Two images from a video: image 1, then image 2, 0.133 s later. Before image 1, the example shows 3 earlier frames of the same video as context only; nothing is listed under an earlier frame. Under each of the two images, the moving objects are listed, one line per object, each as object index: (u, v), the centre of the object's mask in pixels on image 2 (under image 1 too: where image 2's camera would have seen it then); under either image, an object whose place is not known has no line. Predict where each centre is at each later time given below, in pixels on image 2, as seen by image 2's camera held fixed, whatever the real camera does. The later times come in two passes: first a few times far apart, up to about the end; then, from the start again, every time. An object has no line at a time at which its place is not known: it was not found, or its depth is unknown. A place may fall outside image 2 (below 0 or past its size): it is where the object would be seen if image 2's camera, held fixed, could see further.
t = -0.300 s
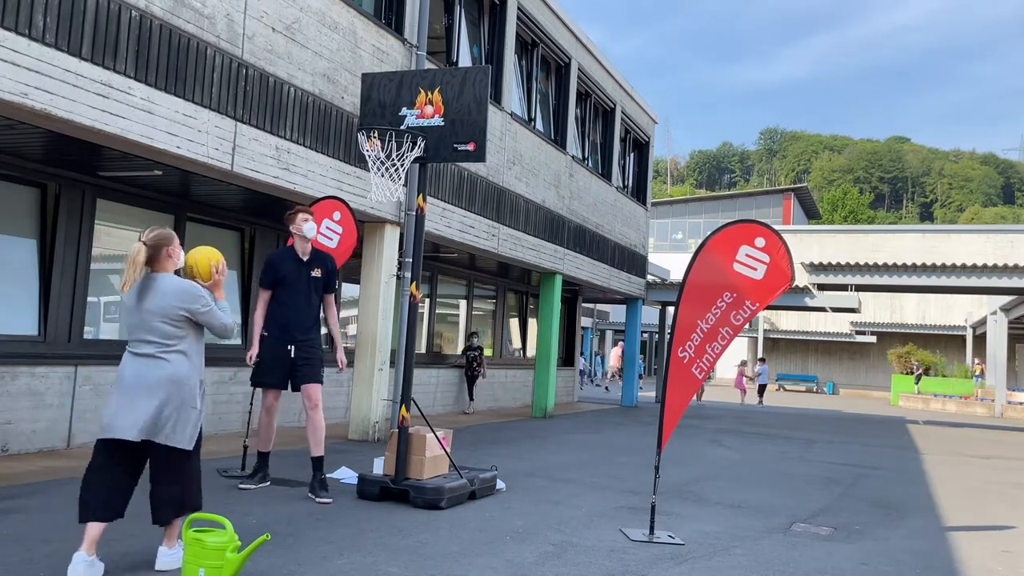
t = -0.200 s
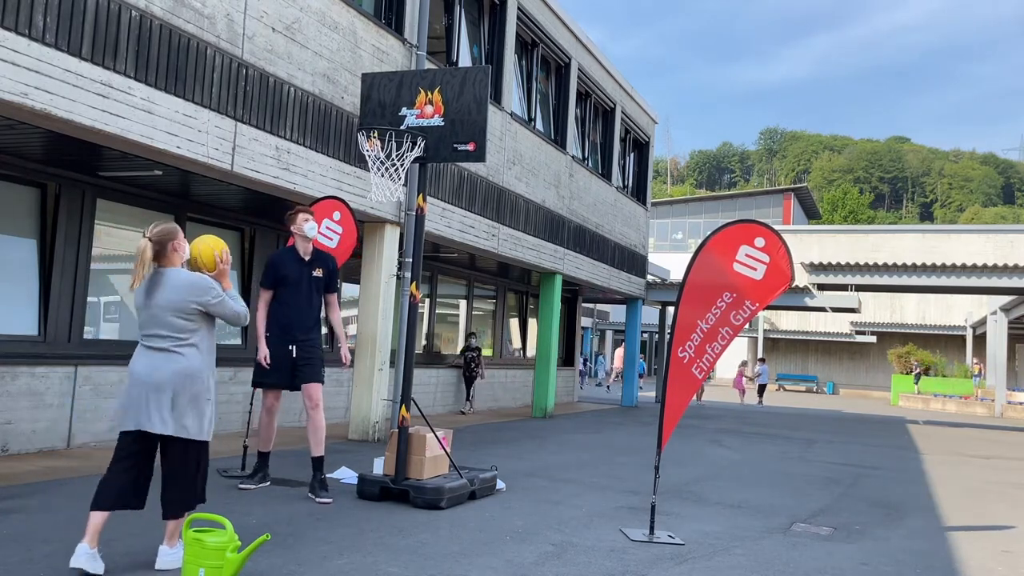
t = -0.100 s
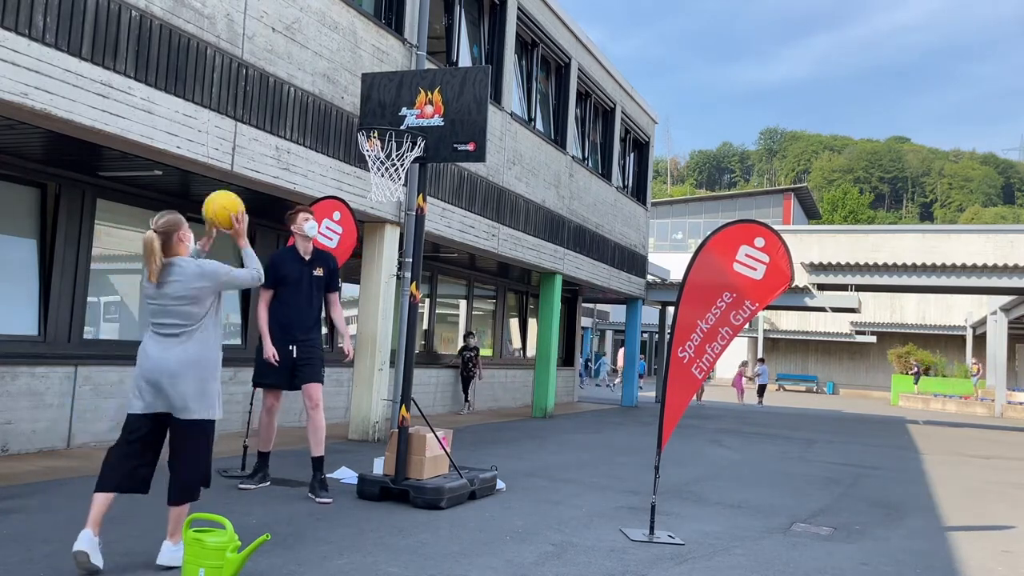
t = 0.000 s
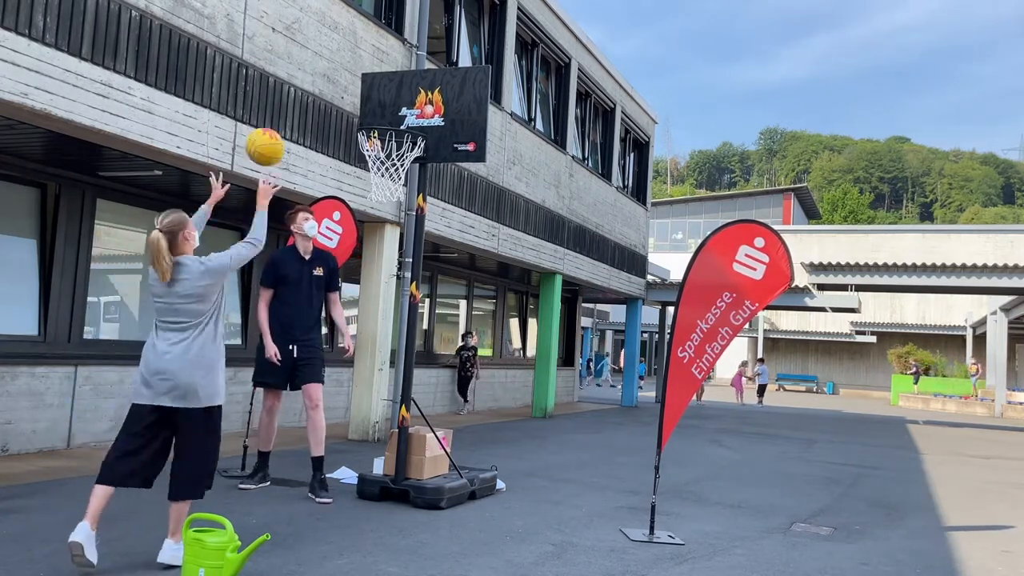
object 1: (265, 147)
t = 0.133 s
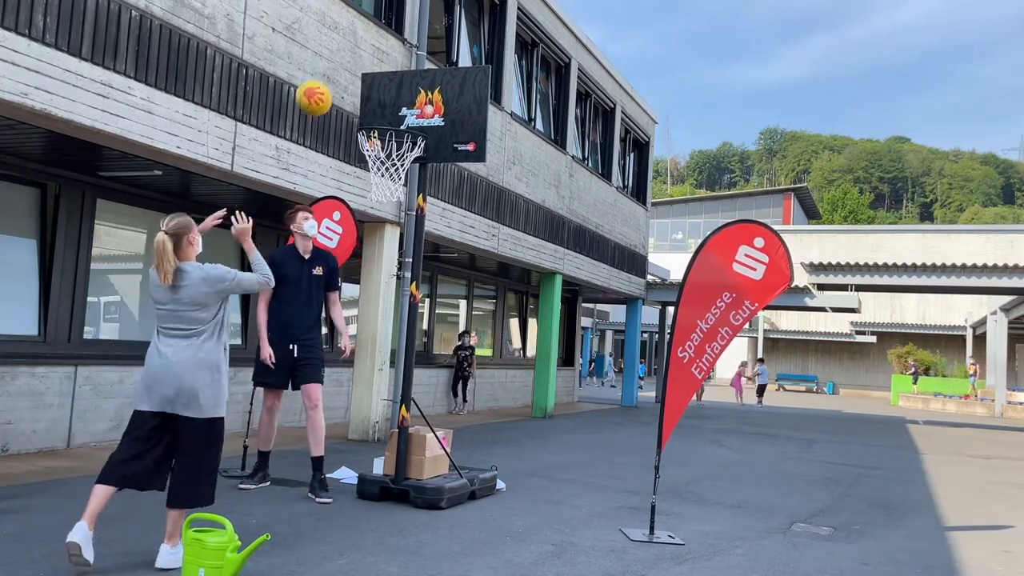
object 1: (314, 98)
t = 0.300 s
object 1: (362, 83)
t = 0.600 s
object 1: (413, 114)
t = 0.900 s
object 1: (397, 122)
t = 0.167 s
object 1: (324, 91)
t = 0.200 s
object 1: (335, 86)
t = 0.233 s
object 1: (344, 84)
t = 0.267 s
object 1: (353, 83)
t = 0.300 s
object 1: (362, 83)
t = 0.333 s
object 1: (370, 85)
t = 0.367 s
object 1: (378, 89)
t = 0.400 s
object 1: (385, 94)
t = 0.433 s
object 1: (392, 101)
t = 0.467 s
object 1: (399, 109)
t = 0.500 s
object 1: (405, 117)
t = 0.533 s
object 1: (411, 125)
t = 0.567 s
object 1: (415, 119)
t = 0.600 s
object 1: (413, 114)
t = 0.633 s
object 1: (412, 109)
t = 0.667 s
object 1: (410, 105)
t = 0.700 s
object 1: (409, 103)
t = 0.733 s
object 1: (407, 103)
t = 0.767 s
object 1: (405, 104)
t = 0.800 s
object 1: (403, 106)
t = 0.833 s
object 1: (401, 110)
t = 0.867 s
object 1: (399, 115)
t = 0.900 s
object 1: (397, 122)
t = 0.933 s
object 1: (394, 130)
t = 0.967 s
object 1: (392, 140)
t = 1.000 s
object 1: (391, 149)
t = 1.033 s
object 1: (389, 163)
